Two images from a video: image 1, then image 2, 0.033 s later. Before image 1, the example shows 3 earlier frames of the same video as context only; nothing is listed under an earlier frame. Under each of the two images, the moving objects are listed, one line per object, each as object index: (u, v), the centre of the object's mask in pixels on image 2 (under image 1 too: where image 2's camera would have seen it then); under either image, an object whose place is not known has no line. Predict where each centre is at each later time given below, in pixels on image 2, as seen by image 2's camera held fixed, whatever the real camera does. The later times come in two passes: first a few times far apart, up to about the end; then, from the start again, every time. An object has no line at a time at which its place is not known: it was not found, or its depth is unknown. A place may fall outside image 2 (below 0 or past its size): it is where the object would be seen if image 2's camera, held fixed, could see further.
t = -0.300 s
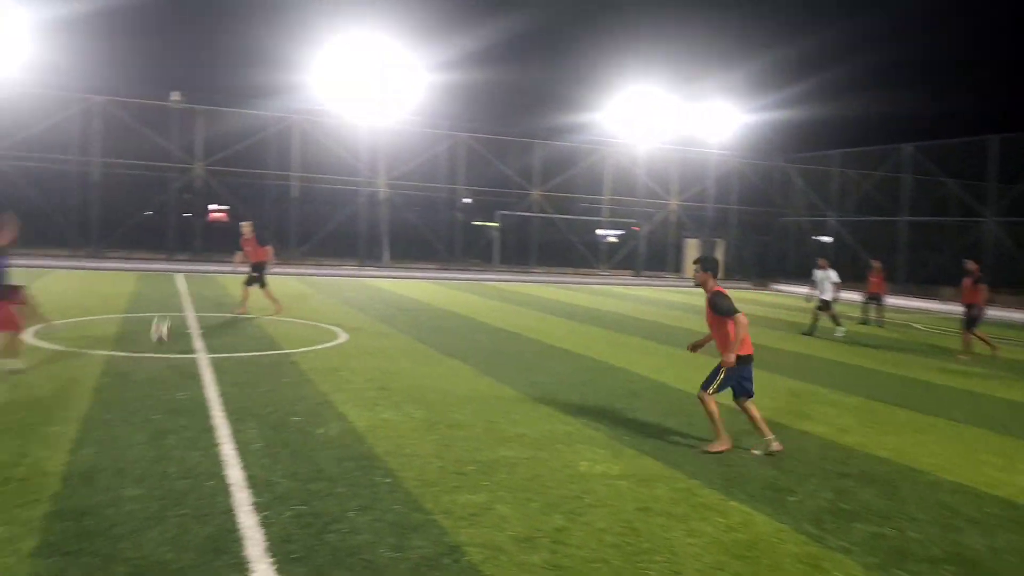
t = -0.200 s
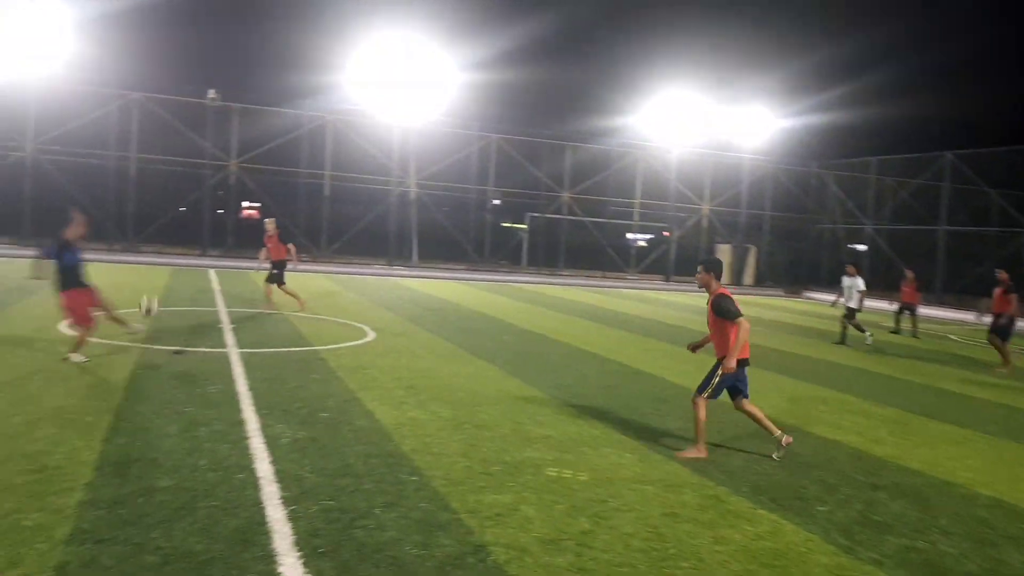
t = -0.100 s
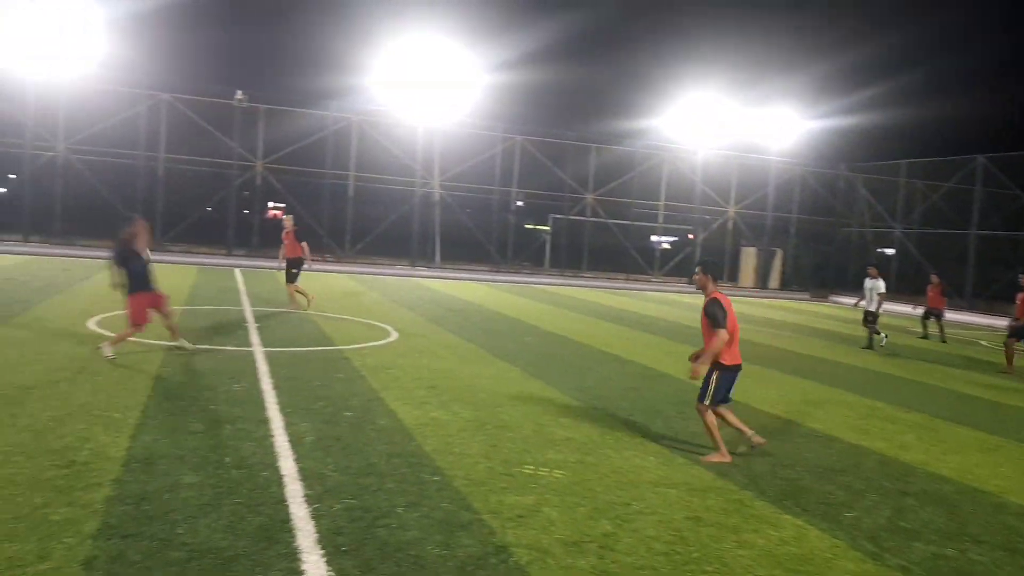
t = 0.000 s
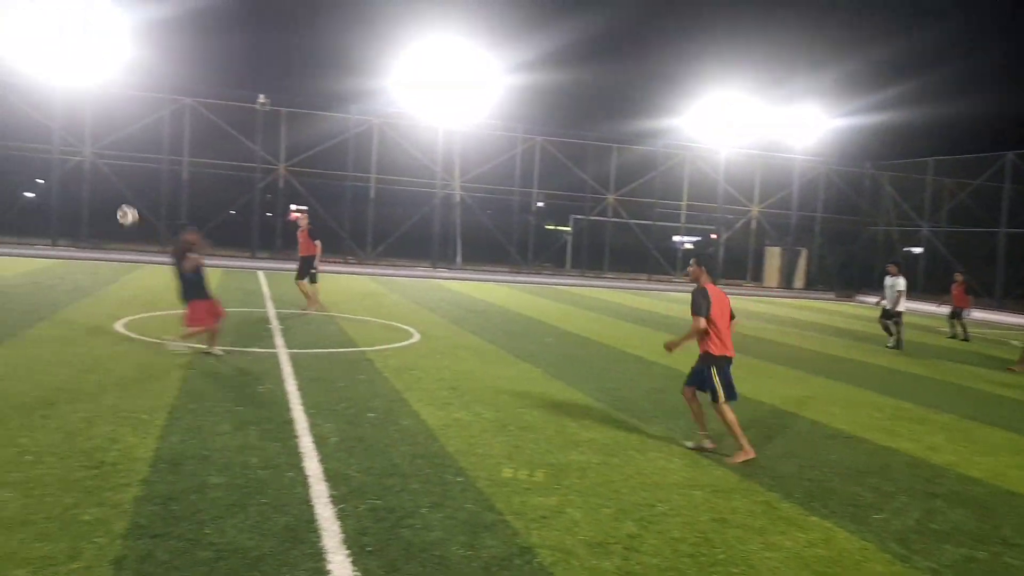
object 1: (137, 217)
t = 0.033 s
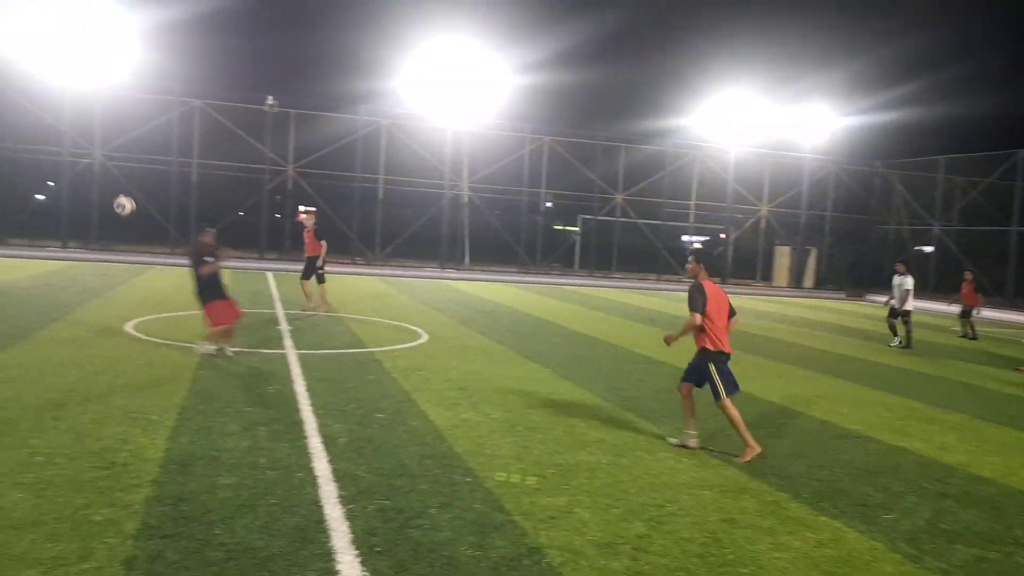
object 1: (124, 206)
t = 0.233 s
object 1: (46, 155)
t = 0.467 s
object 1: (-46, 144)
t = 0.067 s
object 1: (111, 195)
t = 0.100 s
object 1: (99, 185)
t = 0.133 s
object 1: (86, 175)
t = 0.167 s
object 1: (73, 168)
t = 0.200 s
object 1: (60, 161)
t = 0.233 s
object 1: (46, 155)
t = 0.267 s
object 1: (33, 150)
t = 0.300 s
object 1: (20, 147)
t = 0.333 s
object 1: (6, 144)
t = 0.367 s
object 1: (-7, 142)
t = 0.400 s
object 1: (-19, 142)
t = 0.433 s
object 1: (-34, 142)
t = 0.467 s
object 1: (-46, 144)
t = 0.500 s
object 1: (-59, 147)
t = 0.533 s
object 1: (-72, 150)
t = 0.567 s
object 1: (-86, 155)
